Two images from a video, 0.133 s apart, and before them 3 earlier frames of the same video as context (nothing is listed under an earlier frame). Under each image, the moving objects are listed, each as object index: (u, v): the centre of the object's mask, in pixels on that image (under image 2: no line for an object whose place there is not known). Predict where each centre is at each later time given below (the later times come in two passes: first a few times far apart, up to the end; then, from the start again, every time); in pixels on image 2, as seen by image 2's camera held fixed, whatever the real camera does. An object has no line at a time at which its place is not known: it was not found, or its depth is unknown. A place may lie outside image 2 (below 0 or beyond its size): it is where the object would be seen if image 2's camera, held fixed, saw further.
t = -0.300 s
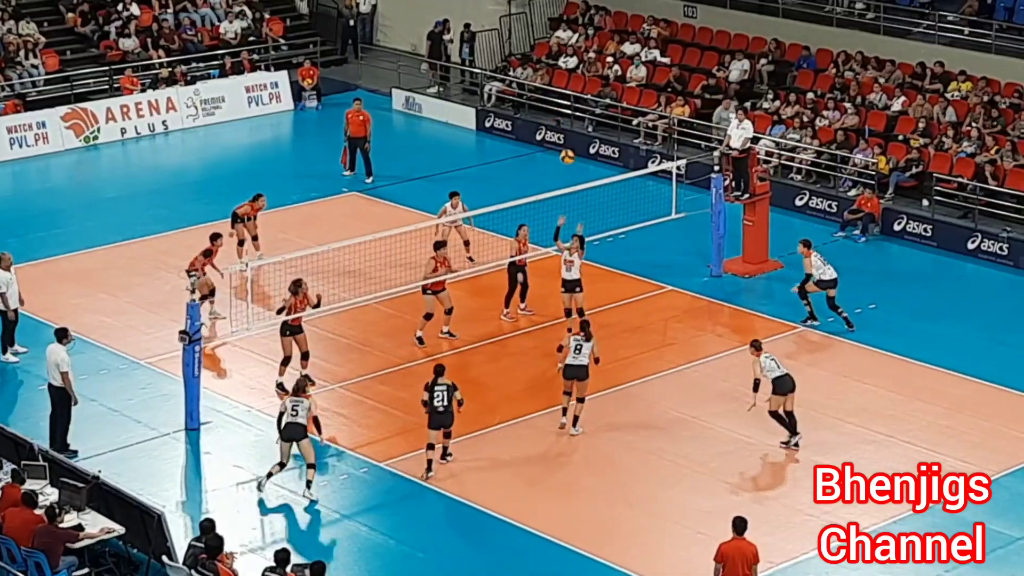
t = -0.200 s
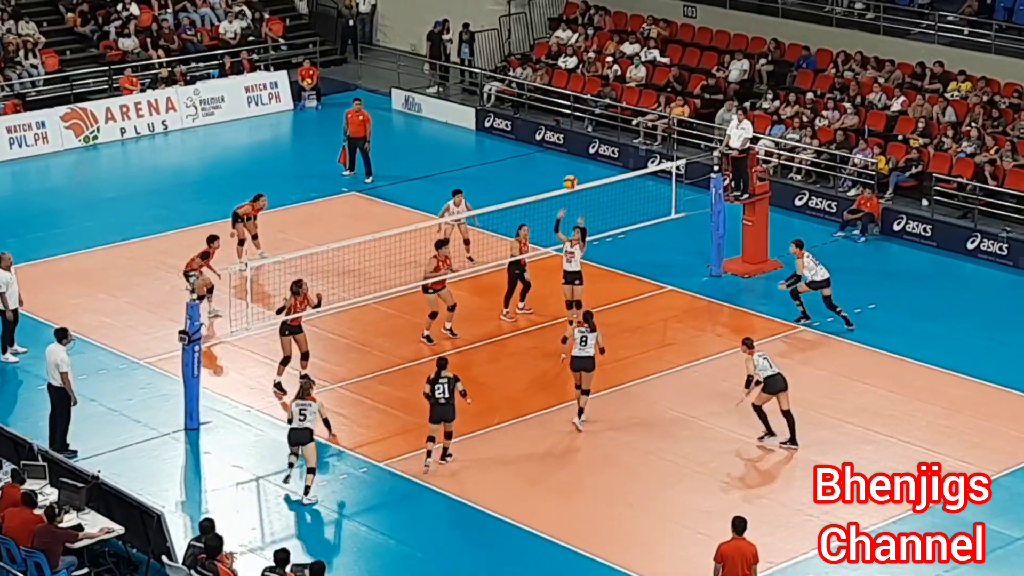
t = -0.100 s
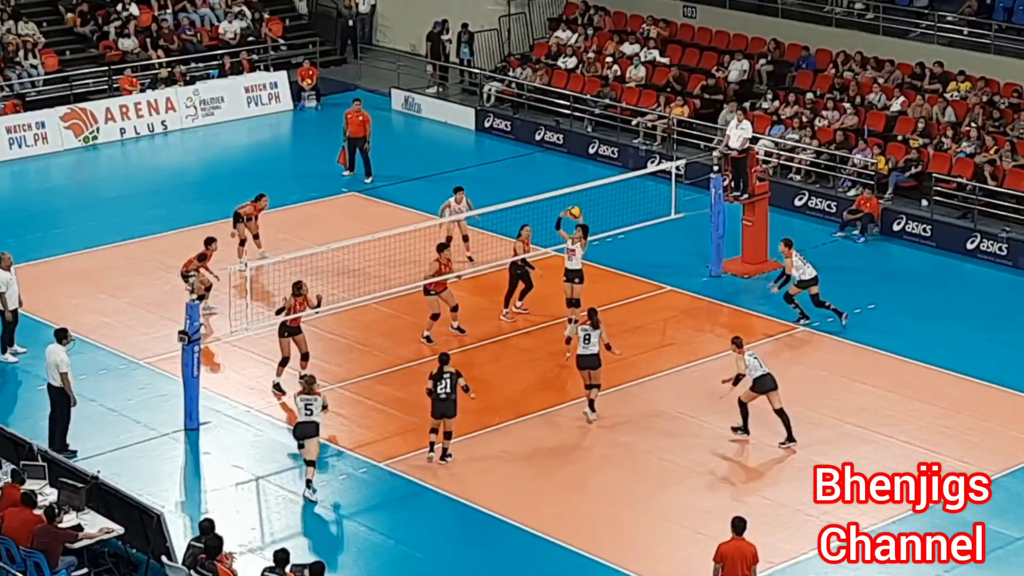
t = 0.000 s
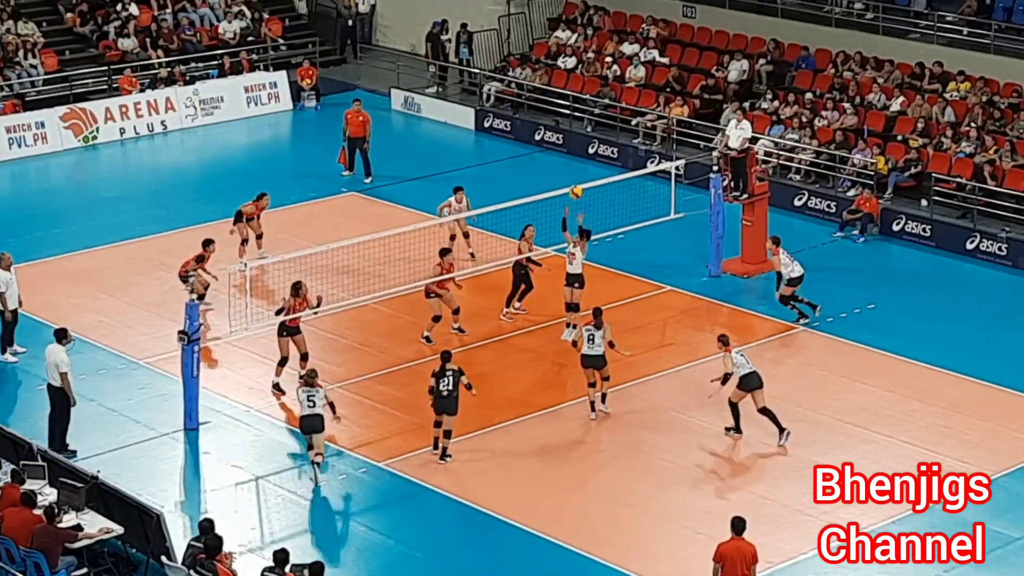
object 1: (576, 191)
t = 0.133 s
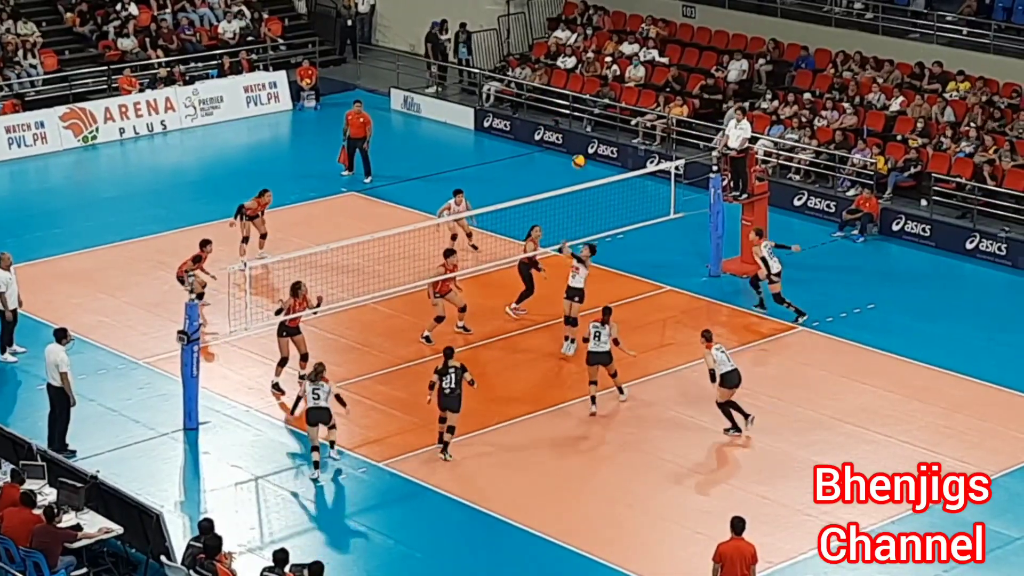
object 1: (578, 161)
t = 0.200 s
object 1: (580, 150)
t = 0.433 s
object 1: (584, 133)
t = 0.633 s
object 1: (588, 145)
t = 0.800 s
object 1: (591, 174)
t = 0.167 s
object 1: (579, 155)
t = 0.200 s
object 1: (580, 150)
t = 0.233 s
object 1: (580, 146)
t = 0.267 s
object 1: (581, 142)
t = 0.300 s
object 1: (582, 139)
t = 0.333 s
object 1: (582, 137)
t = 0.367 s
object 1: (583, 135)
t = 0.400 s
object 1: (583, 134)
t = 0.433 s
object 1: (584, 133)
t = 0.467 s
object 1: (585, 133)
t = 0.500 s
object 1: (585, 134)
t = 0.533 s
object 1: (586, 134)
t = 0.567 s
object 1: (586, 138)
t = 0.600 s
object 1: (587, 141)
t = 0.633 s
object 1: (588, 145)
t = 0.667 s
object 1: (588, 149)
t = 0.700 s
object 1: (589, 154)
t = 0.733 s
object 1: (589, 160)
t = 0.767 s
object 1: (590, 167)
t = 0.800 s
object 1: (591, 174)
